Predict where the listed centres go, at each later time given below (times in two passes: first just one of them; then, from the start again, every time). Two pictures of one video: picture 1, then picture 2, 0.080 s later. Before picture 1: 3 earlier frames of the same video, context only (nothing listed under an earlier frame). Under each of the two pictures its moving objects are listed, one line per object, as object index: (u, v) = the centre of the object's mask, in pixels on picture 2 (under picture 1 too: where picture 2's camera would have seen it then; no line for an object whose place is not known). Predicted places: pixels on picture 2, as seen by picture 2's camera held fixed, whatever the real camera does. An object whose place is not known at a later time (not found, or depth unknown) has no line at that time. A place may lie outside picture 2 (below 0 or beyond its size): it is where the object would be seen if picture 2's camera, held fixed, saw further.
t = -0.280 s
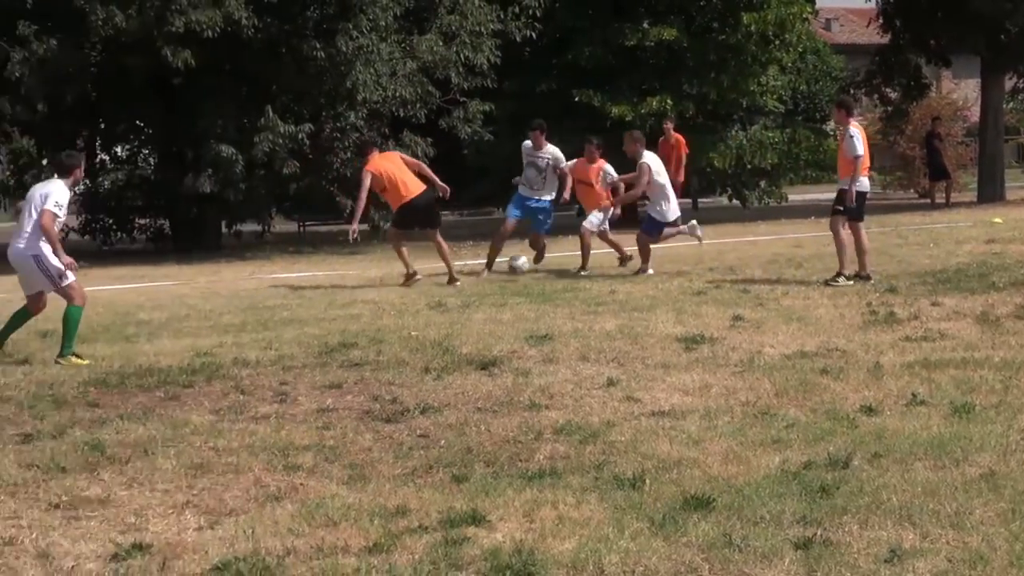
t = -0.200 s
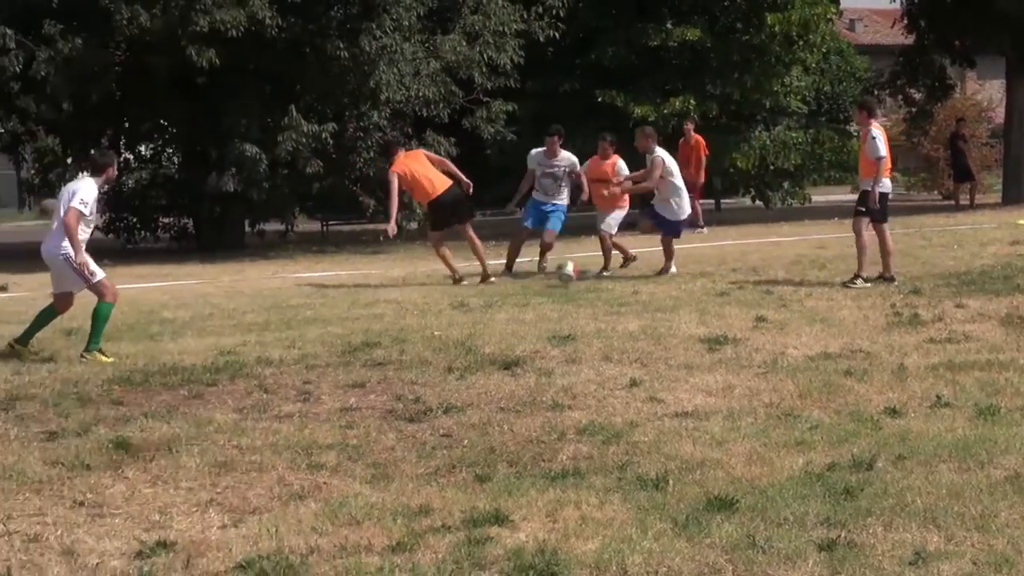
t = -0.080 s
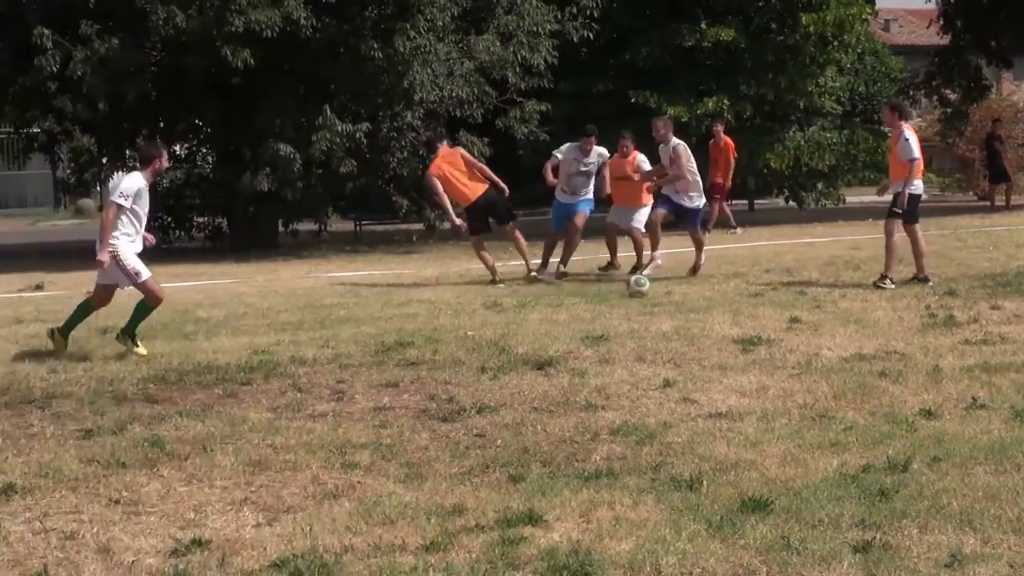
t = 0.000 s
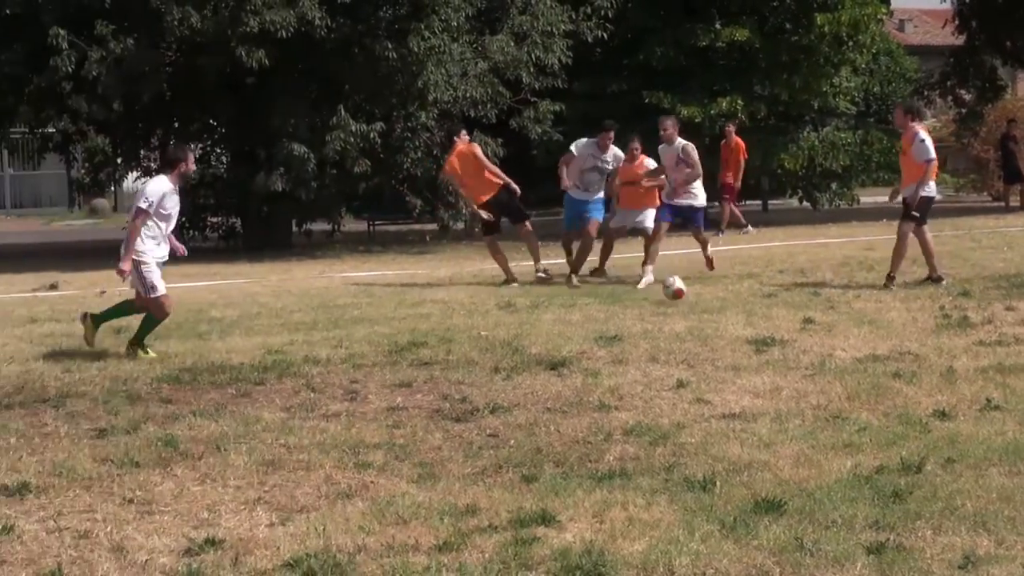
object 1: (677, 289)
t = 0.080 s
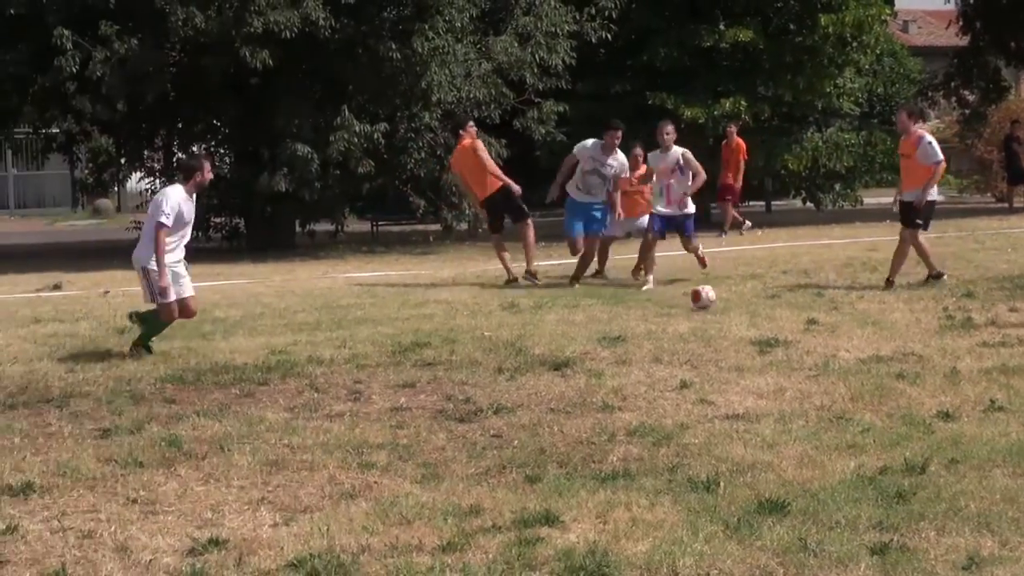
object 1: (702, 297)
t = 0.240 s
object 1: (751, 310)
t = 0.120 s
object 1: (716, 302)
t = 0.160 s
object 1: (728, 305)
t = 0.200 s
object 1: (739, 307)
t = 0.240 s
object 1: (751, 310)
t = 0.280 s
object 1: (763, 315)
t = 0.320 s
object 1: (775, 318)
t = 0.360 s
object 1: (784, 317)
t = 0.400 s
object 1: (794, 318)
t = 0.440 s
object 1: (805, 322)
